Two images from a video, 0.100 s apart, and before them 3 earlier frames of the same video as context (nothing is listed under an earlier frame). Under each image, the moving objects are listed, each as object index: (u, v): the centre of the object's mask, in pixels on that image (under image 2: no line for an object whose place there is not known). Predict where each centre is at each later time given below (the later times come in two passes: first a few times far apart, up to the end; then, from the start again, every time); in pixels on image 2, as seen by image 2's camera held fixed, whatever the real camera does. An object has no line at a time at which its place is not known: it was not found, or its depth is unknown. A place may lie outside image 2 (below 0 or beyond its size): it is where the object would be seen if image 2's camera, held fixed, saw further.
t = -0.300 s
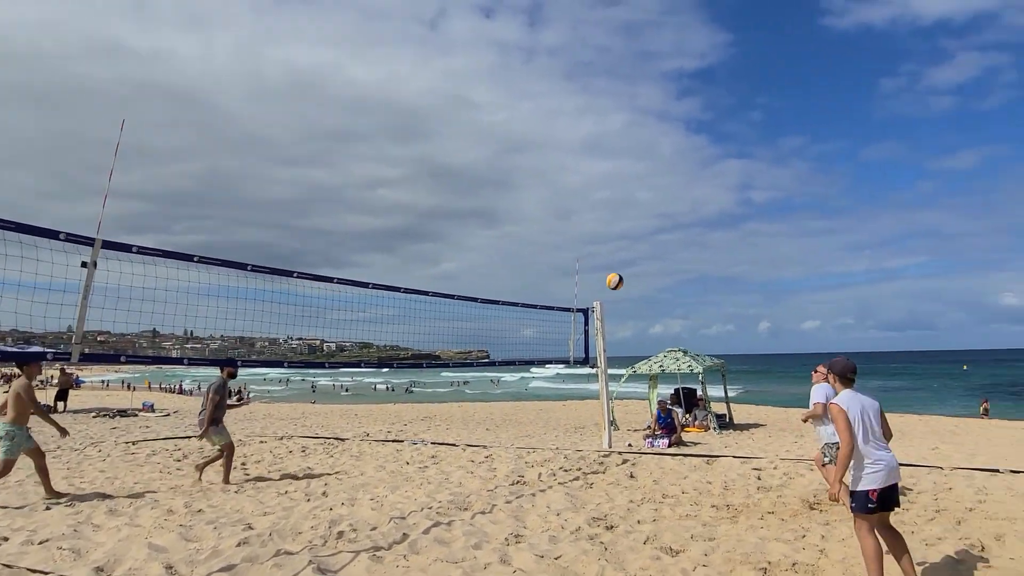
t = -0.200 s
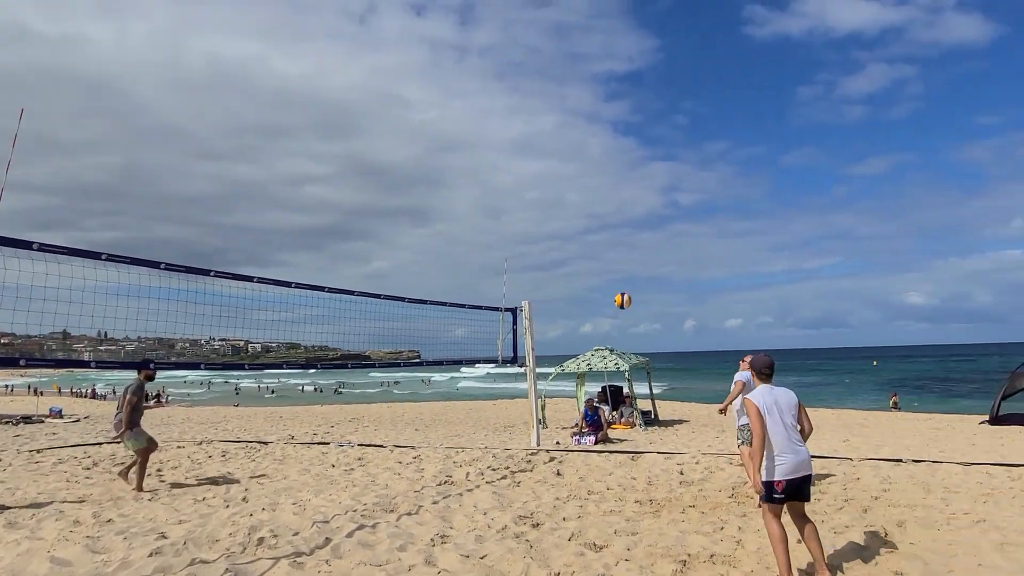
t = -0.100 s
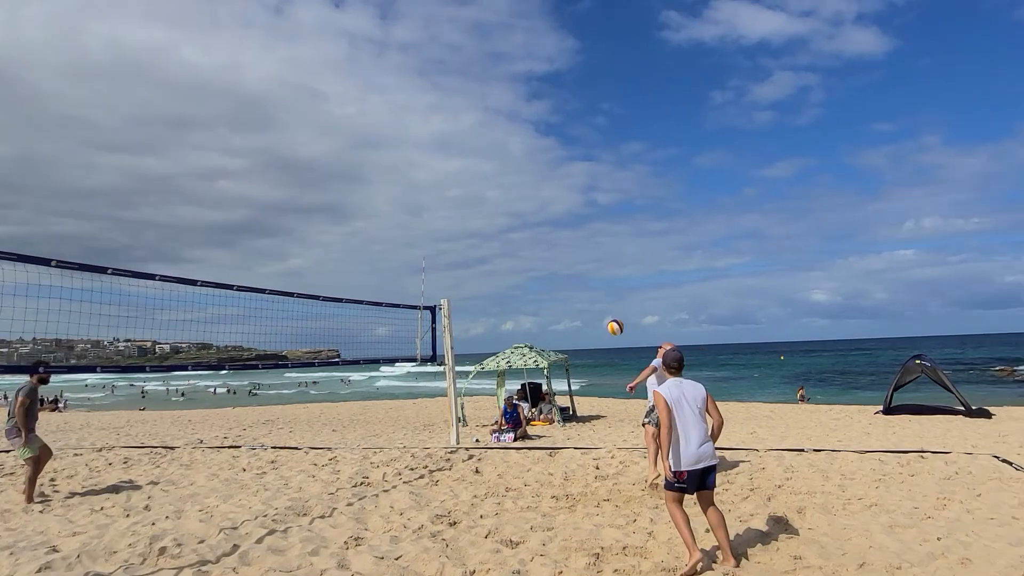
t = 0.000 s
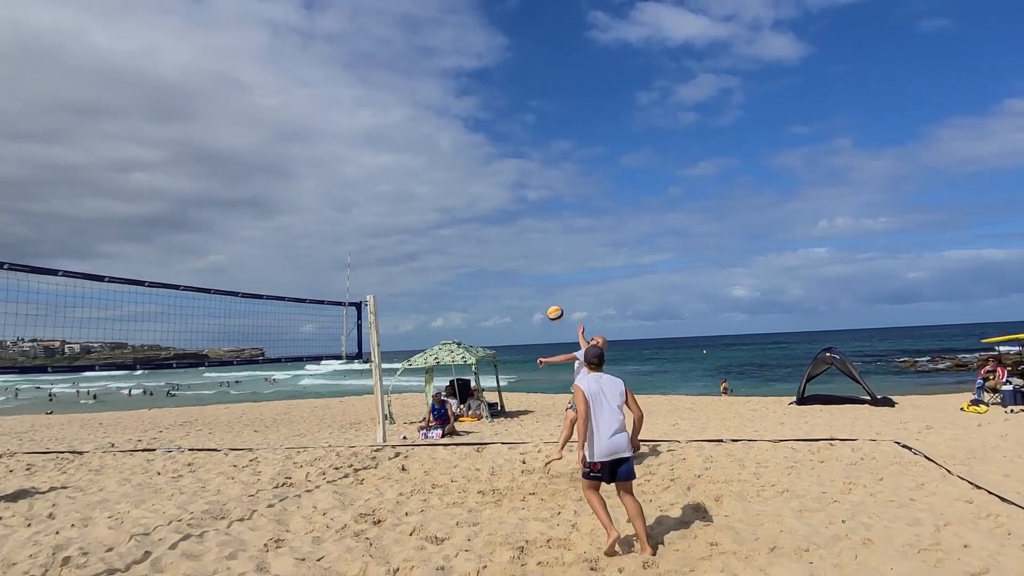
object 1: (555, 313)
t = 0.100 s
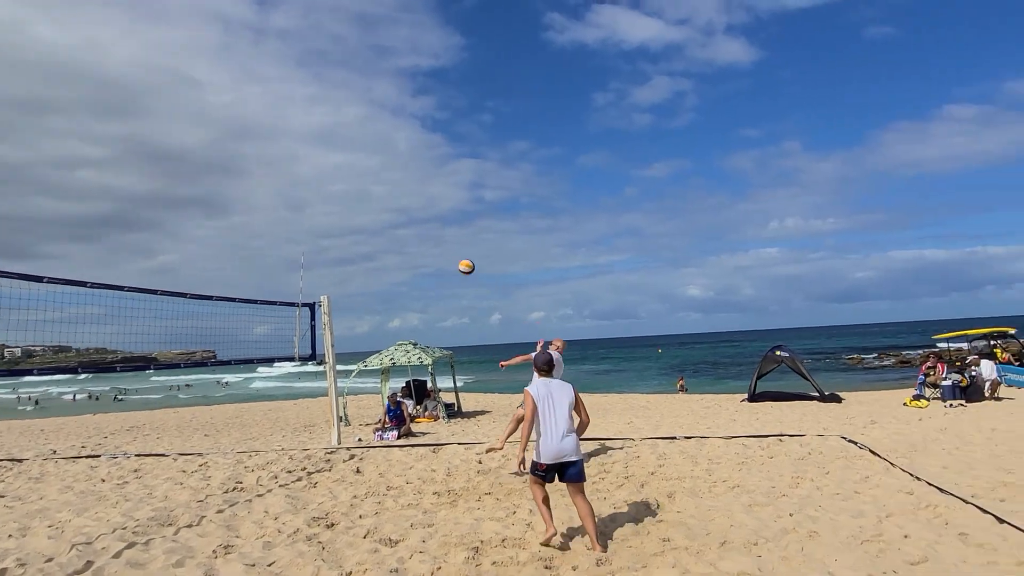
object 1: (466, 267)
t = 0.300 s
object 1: (377, 198)
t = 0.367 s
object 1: (349, 182)
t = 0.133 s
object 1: (451, 253)
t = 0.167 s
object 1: (436, 240)
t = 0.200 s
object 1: (420, 229)
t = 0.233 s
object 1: (406, 218)
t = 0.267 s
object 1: (391, 208)
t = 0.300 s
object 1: (377, 198)
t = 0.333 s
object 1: (362, 190)
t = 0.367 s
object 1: (349, 182)
